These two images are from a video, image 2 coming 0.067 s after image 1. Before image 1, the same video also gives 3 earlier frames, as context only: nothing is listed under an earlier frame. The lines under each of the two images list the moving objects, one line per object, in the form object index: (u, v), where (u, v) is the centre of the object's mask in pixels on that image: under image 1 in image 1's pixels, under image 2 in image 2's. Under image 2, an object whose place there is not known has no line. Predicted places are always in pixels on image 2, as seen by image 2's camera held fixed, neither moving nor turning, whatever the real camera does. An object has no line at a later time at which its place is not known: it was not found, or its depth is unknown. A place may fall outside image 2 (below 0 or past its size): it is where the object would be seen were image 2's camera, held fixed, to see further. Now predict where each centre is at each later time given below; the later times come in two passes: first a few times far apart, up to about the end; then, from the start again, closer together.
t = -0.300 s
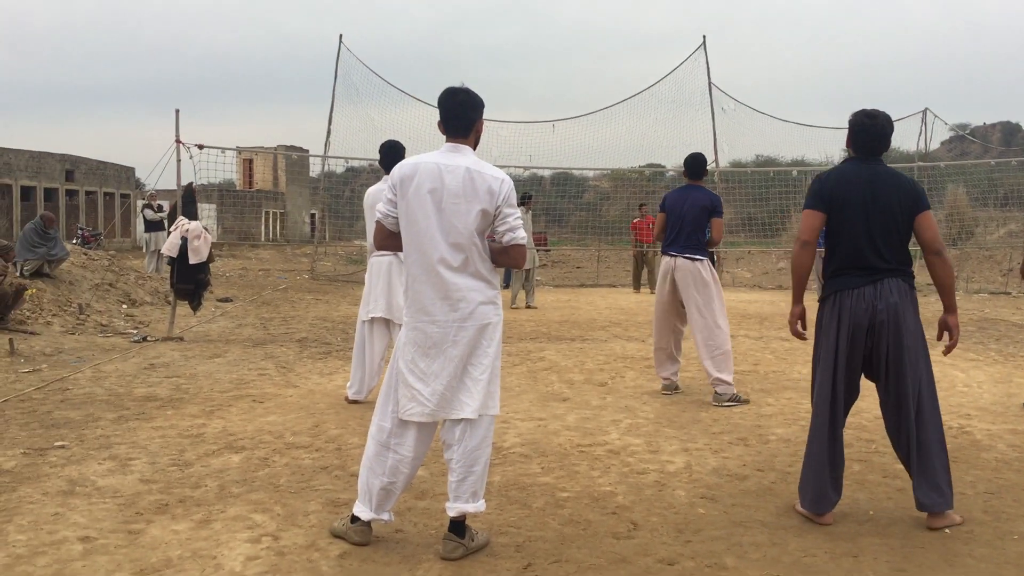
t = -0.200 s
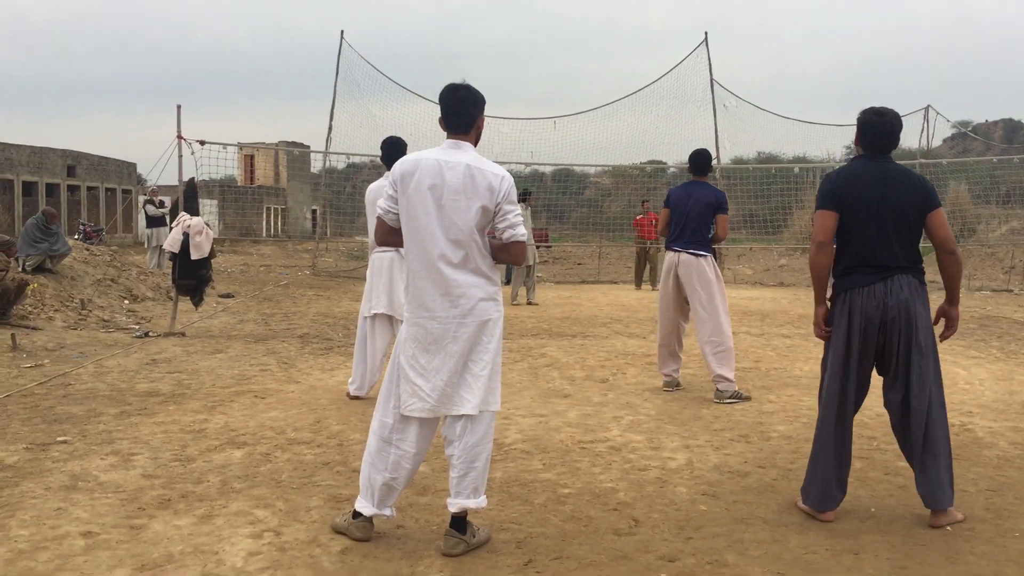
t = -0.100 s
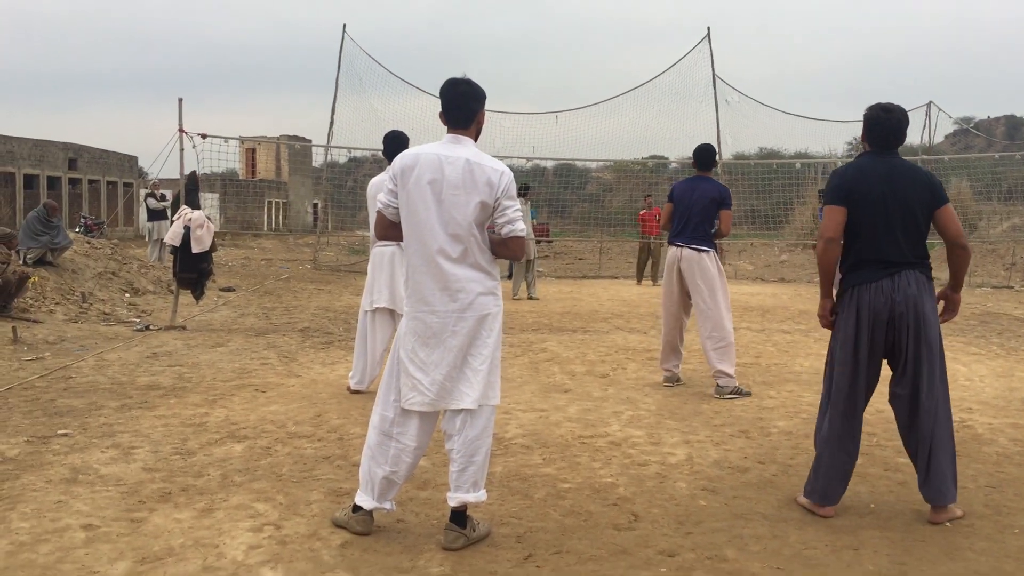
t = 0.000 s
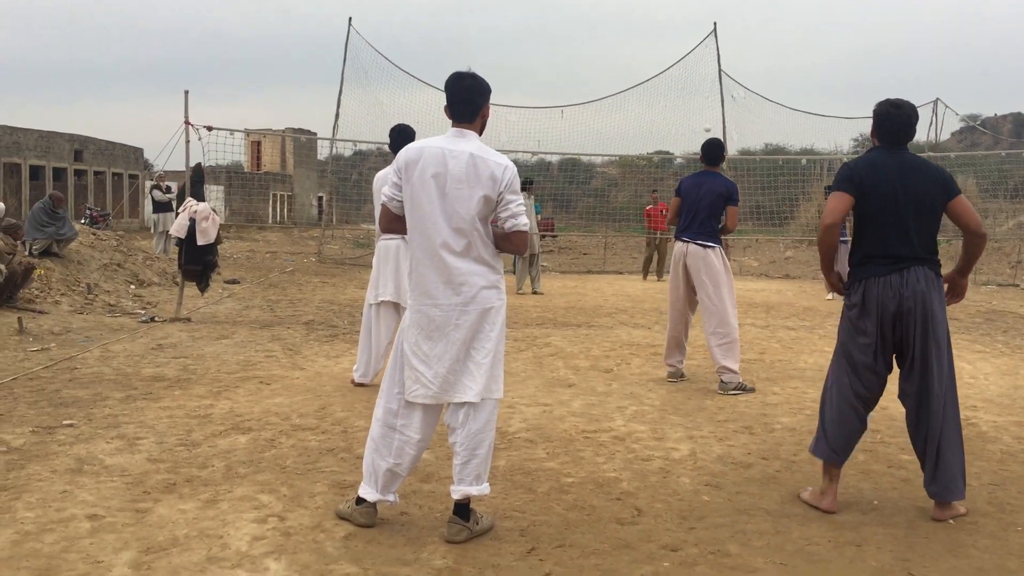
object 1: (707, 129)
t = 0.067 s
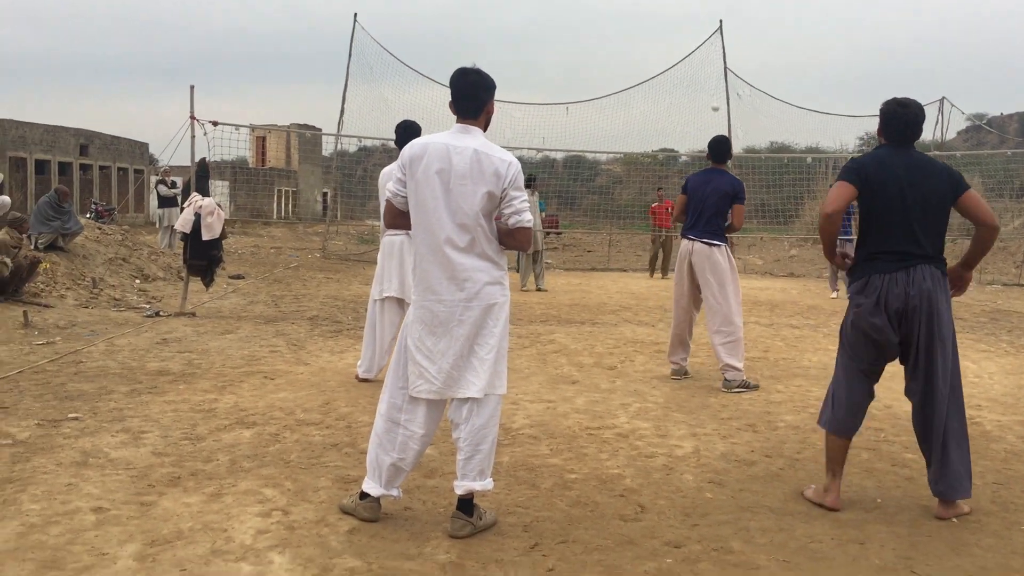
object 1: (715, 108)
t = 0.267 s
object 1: (727, 54)
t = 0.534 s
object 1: (755, 1)
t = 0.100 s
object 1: (717, 99)
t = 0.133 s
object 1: (719, 90)
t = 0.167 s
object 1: (720, 81)
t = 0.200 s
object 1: (723, 71)
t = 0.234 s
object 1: (725, 62)
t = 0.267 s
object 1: (727, 54)
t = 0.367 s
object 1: (735, 31)
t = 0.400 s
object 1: (738, 24)
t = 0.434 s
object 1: (742, 17)
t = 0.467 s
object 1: (746, 11)
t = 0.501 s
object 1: (750, 6)
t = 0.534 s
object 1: (755, 1)
